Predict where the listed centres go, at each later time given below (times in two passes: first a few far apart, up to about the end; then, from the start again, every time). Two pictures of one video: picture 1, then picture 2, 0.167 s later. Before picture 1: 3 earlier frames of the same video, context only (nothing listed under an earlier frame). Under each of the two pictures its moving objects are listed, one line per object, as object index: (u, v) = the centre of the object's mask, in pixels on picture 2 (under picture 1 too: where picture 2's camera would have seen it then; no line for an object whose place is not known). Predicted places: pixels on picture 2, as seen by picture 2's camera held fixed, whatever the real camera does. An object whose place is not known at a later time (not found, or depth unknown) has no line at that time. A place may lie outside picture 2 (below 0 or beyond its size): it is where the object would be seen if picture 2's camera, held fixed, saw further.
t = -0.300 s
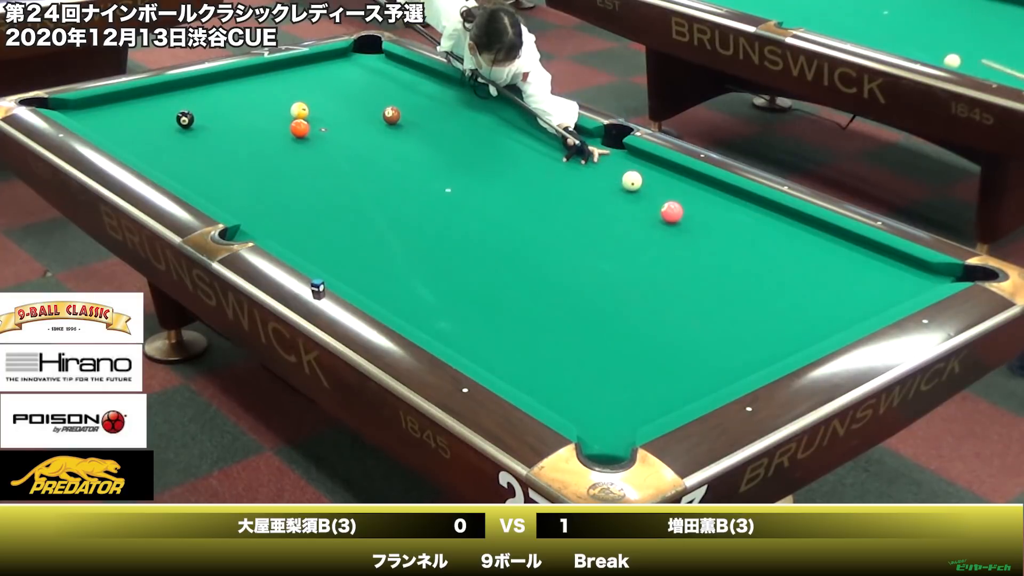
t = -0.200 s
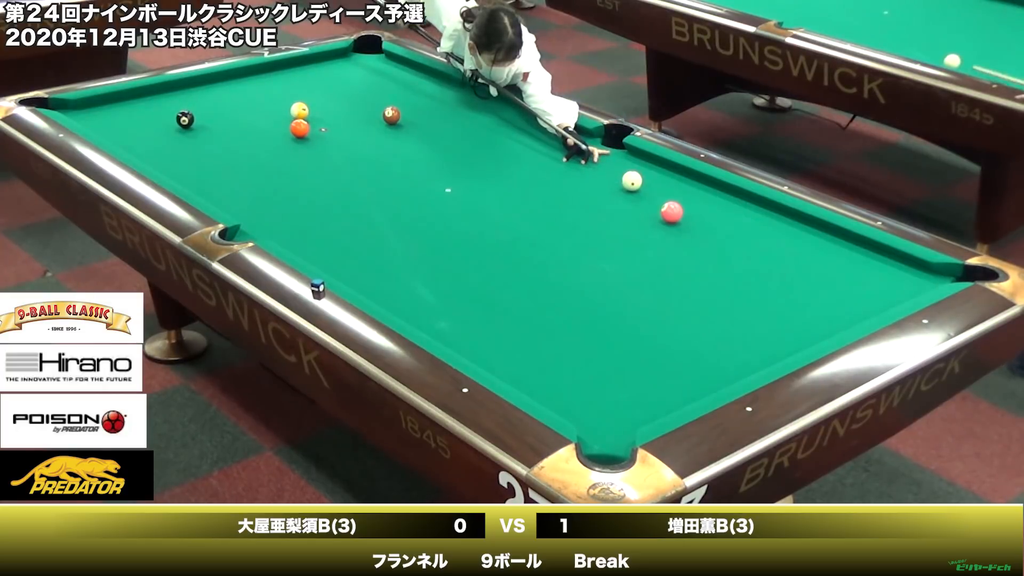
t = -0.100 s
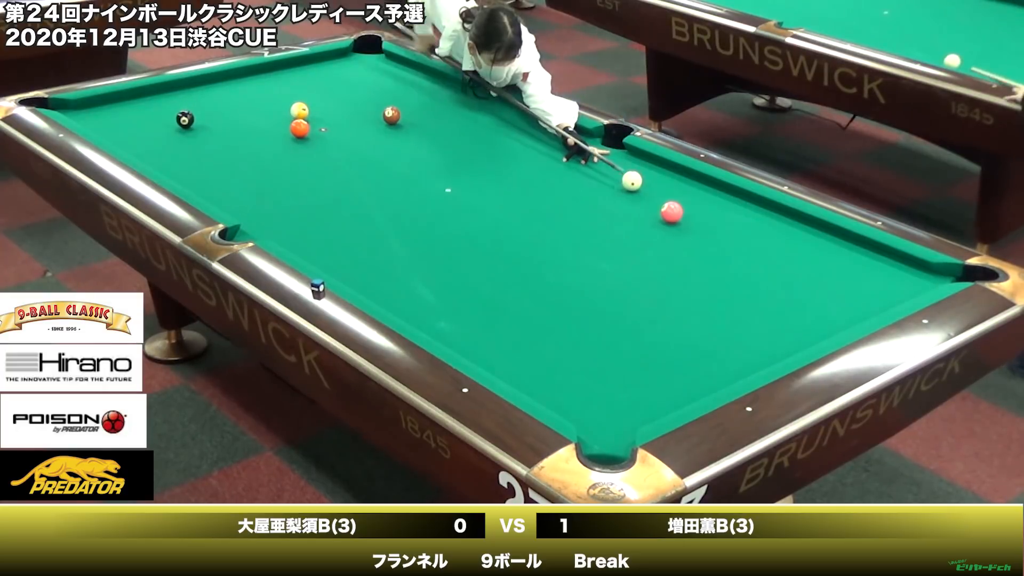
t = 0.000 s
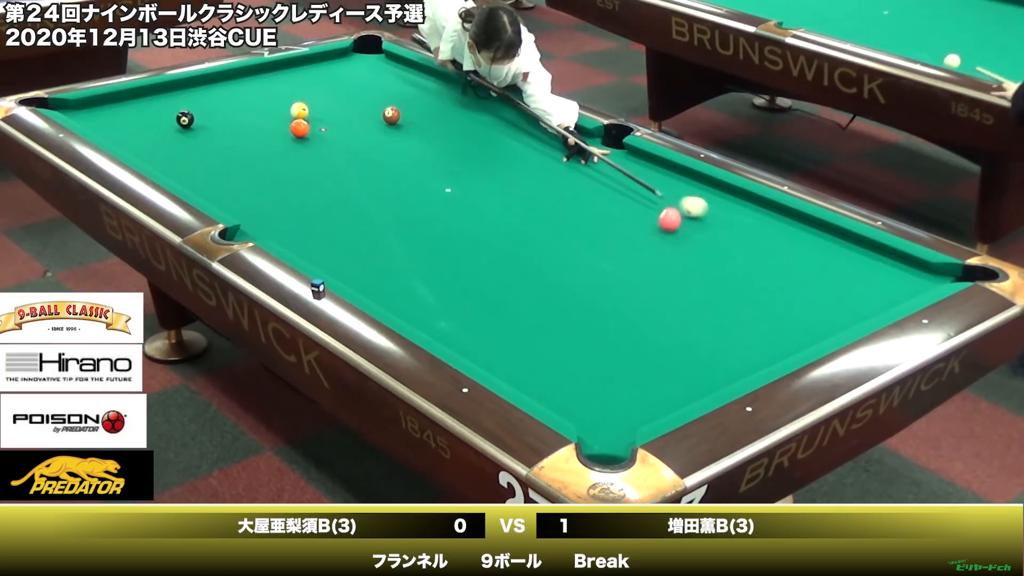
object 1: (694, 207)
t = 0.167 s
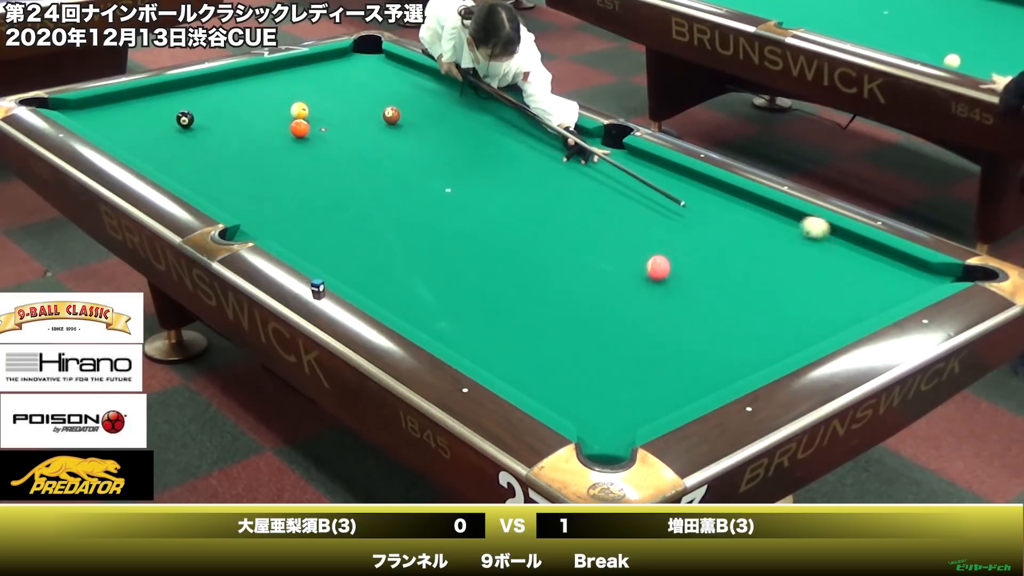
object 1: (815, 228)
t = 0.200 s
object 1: (838, 233)
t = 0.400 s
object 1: (909, 279)
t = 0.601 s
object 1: (873, 271)
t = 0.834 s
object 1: (815, 253)
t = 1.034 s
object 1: (769, 239)
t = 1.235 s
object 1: (726, 225)
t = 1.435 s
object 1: (685, 212)
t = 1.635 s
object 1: (646, 200)
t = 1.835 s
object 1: (610, 189)
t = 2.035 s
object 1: (577, 179)
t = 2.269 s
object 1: (540, 167)
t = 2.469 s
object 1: (510, 158)
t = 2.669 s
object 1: (483, 149)
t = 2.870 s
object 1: (457, 141)
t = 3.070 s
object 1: (433, 134)
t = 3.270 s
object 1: (409, 127)
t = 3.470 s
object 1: (389, 121)
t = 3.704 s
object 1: (367, 120)
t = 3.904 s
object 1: (350, 119)
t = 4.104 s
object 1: (334, 118)
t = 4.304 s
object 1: (319, 117)
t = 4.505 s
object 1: (308, 115)
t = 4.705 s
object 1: (300, 115)
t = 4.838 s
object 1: (295, 116)
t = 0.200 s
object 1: (838, 233)
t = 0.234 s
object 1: (849, 240)
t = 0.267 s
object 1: (859, 248)
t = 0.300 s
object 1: (871, 256)
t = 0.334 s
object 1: (883, 263)
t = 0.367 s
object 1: (896, 271)
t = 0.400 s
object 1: (909, 279)
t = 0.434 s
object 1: (922, 285)
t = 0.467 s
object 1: (916, 285)
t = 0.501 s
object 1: (904, 281)
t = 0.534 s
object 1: (893, 278)
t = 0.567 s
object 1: (882, 274)
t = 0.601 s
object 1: (873, 271)
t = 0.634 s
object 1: (865, 269)
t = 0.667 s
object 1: (856, 266)
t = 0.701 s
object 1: (848, 263)
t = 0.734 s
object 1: (840, 260)
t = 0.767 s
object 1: (831, 258)
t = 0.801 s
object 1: (823, 255)
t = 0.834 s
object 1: (815, 253)
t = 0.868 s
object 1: (807, 251)
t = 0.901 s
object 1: (799, 248)
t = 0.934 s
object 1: (792, 246)
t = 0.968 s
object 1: (784, 243)
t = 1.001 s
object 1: (777, 241)
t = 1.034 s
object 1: (769, 239)
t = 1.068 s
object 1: (761, 236)
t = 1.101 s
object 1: (754, 234)
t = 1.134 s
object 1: (747, 232)
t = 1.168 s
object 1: (740, 229)
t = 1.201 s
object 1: (733, 227)
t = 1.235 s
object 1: (726, 225)
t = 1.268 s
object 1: (719, 223)
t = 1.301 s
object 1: (712, 221)
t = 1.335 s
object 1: (705, 219)
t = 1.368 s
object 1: (698, 217)
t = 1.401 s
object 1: (691, 214)
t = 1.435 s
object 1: (685, 212)
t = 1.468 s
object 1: (678, 210)
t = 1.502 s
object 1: (672, 208)
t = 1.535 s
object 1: (665, 206)
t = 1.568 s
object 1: (659, 204)
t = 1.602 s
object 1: (653, 202)
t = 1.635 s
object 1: (646, 200)
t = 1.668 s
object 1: (640, 199)
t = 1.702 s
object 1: (634, 197)
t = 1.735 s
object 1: (628, 195)
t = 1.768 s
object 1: (622, 193)
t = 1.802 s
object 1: (616, 191)
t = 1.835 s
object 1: (610, 189)
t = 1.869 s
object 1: (604, 188)
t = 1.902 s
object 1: (599, 186)
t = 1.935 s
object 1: (593, 184)
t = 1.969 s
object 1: (587, 182)
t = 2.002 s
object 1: (582, 180)
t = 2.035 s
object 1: (577, 179)
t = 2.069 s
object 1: (571, 177)
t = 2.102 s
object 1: (566, 175)
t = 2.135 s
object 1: (561, 174)
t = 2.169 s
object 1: (555, 172)
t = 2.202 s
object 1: (550, 170)
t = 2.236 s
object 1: (545, 169)
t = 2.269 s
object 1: (540, 167)
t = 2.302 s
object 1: (535, 166)
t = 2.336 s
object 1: (530, 164)
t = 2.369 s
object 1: (525, 163)
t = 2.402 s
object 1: (520, 161)
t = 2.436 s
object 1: (515, 160)
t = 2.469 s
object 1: (510, 158)
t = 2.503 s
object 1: (506, 157)
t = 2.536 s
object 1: (501, 155)
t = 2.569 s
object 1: (496, 154)
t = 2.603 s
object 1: (492, 152)
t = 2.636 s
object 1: (487, 151)
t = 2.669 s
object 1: (483, 149)
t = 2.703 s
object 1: (478, 148)
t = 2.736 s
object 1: (474, 147)
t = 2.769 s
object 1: (470, 145)
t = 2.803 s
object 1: (465, 144)
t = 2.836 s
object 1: (461, 143)
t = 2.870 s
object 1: (457, 141)
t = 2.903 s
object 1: (453, 140)
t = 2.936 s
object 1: (449, 139)
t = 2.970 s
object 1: (445, 137)
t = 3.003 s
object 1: (440, 136)
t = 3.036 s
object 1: (436, 135)
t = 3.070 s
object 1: (433, 134)
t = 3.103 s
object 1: (429, 133)
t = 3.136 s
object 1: (425, 131)
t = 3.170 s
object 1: (421, 130)
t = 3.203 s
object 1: (417, 129)
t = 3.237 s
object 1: (413, 128)
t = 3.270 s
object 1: (409, 127)
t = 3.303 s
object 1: (406, 125)
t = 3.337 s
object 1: (402, 124)
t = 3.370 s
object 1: (398, 123)
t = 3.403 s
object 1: (395, 122)
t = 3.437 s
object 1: (392, 121)
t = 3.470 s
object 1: (389, 121)
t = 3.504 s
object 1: (385, 121)
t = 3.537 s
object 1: (382, 121)
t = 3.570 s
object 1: (379, 120)
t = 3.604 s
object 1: (376, 120)
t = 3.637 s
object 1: (373, 120)
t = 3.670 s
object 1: (370, 120)
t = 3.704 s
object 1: (367, 120)
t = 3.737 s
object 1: (364, 120)
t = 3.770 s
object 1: (361, 119)
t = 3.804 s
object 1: (358, 119)
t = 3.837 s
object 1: (355, 119)
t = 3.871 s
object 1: (353, 119)
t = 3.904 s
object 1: (350, 119)
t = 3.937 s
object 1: (347, 118)
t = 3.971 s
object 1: (344, 118)
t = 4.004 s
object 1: (342, 118)
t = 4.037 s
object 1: (339, 118)
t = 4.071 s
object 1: (336, 118)
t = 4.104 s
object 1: (334, 118)
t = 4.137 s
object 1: (331, 118)
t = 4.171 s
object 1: (328, 117)
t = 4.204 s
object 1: (326, 117)
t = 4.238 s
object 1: (324, 117)
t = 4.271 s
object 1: (321, 117)
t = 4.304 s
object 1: (319, 117)
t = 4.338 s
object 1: (316, 116)
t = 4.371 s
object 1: (314, 116)
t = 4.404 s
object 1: (312, 116)
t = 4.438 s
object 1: (310, 116)
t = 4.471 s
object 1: (309, 115)
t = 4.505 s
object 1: (308, 115)
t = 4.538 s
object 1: (306, 115)
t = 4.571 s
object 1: (305, 115)
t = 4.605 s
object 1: (304, 115)
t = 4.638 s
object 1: (303, 116)
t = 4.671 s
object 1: (301, 116)
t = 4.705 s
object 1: (300, 115)
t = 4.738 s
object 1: (299, 116)
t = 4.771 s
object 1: (298, 116)
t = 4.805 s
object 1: (296, 116)
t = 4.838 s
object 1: (295, 116)
